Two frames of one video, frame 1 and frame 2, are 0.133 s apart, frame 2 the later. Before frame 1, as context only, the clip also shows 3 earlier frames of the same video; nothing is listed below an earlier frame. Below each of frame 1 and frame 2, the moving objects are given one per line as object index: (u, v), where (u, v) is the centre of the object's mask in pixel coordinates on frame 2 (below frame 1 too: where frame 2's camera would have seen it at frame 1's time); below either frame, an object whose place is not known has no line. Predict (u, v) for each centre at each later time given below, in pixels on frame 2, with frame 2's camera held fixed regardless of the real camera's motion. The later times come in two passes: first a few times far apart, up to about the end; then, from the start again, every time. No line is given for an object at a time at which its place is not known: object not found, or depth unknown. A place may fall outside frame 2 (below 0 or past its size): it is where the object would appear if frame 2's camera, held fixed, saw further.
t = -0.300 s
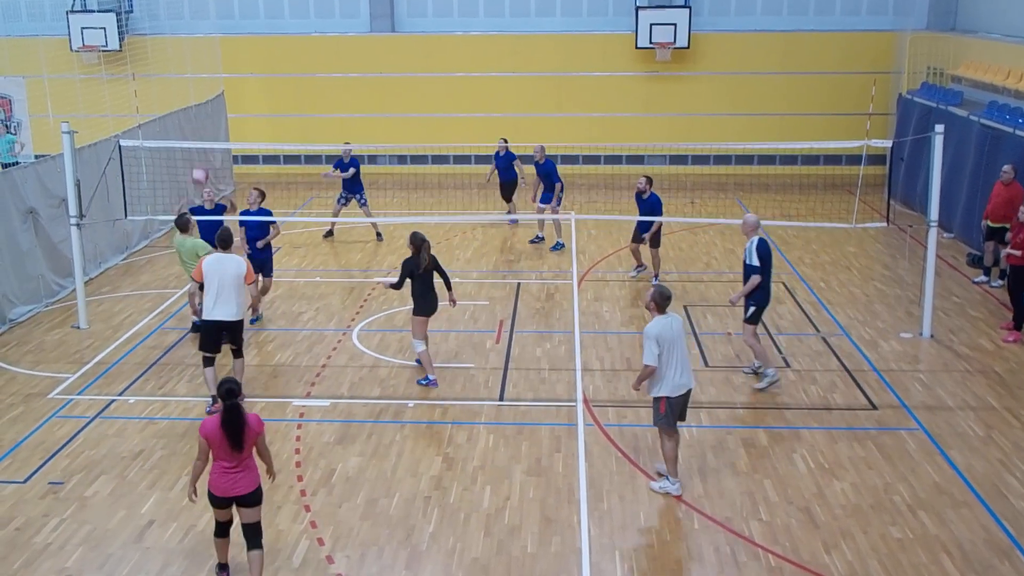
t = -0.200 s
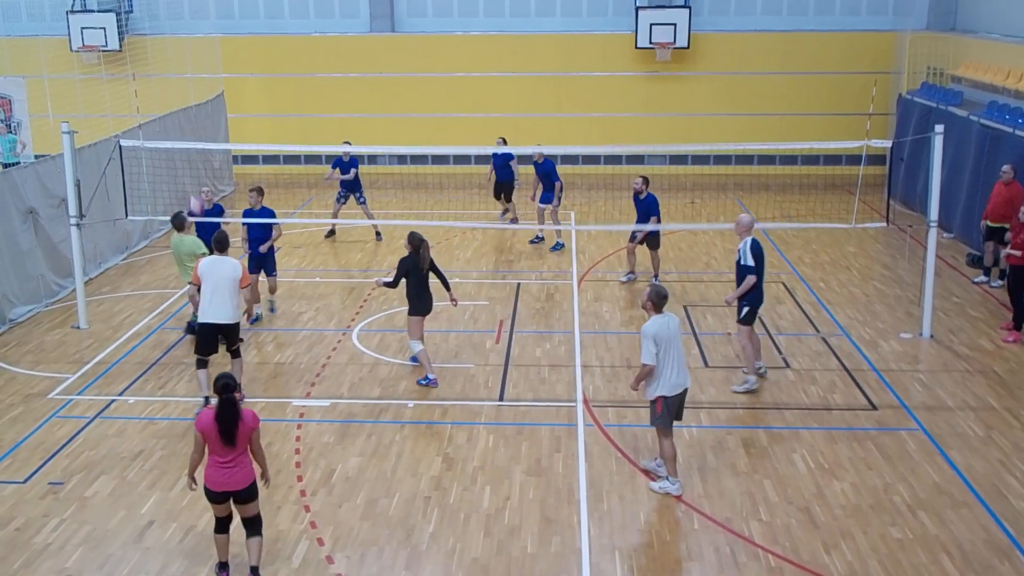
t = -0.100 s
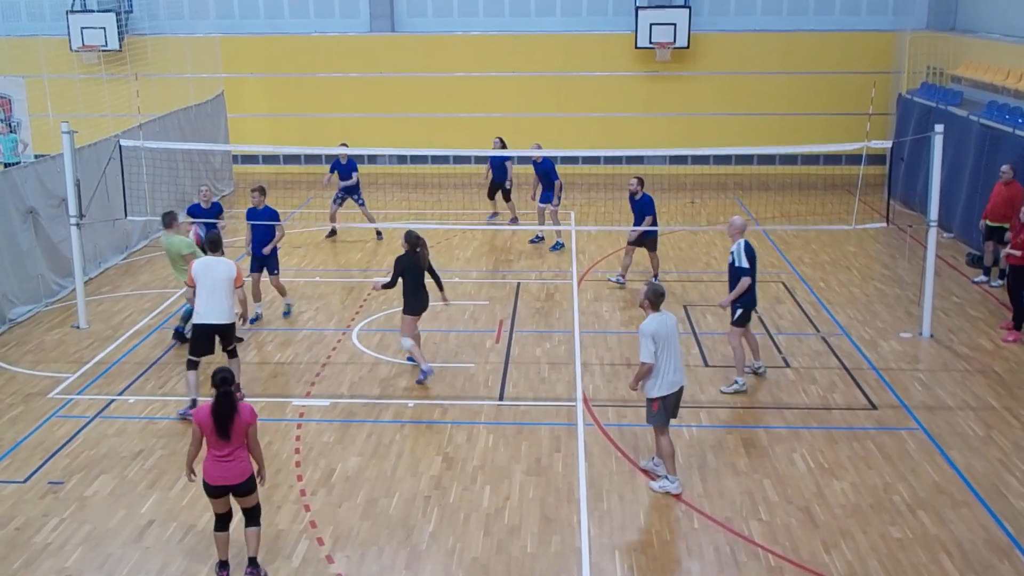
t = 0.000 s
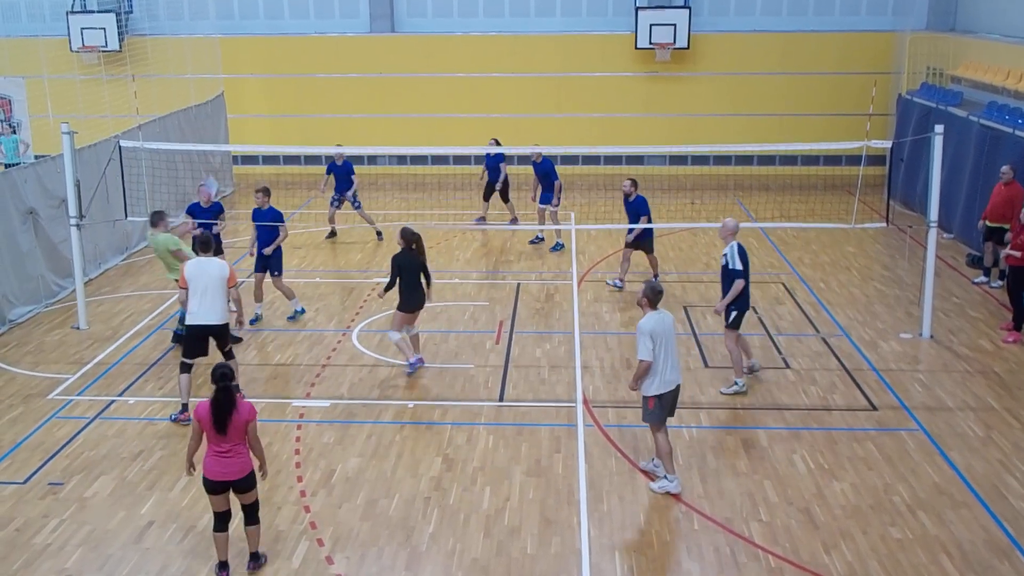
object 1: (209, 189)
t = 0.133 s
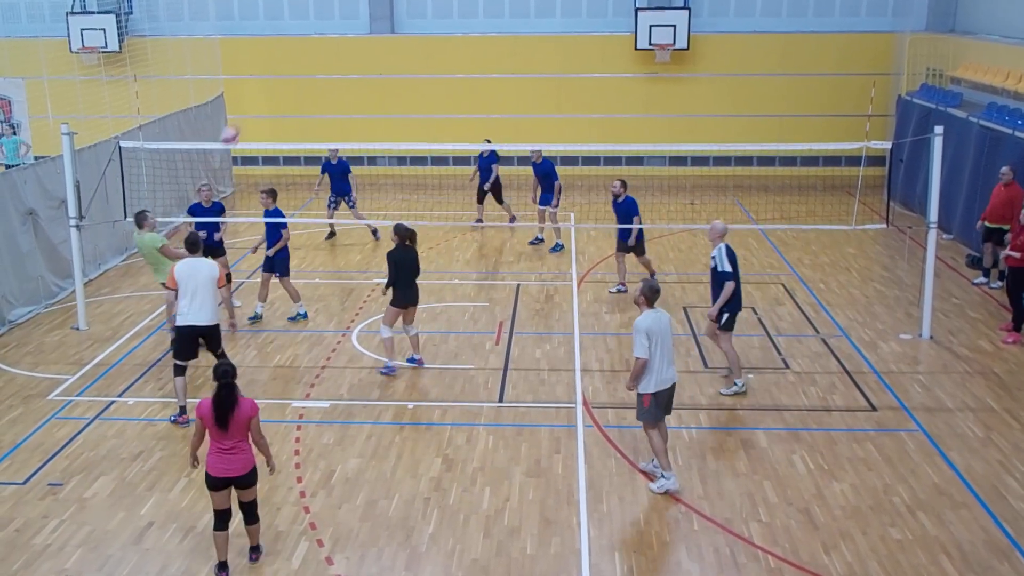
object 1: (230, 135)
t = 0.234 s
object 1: (249, 99)
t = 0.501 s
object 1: (314, 42)
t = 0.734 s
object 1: (385, 47)
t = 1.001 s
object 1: (482, 138)
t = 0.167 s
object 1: (237, 122)
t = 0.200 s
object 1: (243, 111)
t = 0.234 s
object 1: (249, 99)
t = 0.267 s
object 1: (257, 88)
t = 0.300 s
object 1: (264, 79)
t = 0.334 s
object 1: (272, 71)
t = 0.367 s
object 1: (280, 63)
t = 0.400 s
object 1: (288, 56)
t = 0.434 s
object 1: (296, 51)
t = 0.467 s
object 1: (305, 45)
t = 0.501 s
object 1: (314, 42)
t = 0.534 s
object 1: (324, 39)
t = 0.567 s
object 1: (333, 36)
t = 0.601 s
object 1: (343, 36)
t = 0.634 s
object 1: (353, 36)
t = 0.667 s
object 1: (365, 39)
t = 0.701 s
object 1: (374, 42)
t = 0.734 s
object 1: (385, 47)
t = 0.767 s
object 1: (397, 53)
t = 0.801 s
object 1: (410, 61)
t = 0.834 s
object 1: (421, 70)
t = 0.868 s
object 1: (433, 81)
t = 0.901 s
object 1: (445, 92)
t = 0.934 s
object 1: (459, 107)
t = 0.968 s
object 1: (471, 123)
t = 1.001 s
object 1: (482, 138)
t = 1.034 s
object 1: (498, 160)
